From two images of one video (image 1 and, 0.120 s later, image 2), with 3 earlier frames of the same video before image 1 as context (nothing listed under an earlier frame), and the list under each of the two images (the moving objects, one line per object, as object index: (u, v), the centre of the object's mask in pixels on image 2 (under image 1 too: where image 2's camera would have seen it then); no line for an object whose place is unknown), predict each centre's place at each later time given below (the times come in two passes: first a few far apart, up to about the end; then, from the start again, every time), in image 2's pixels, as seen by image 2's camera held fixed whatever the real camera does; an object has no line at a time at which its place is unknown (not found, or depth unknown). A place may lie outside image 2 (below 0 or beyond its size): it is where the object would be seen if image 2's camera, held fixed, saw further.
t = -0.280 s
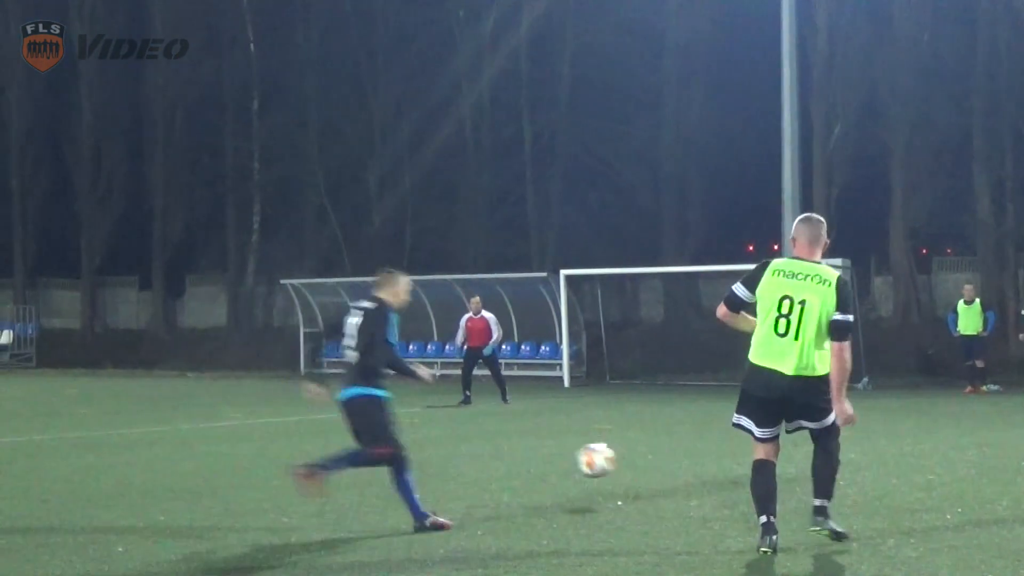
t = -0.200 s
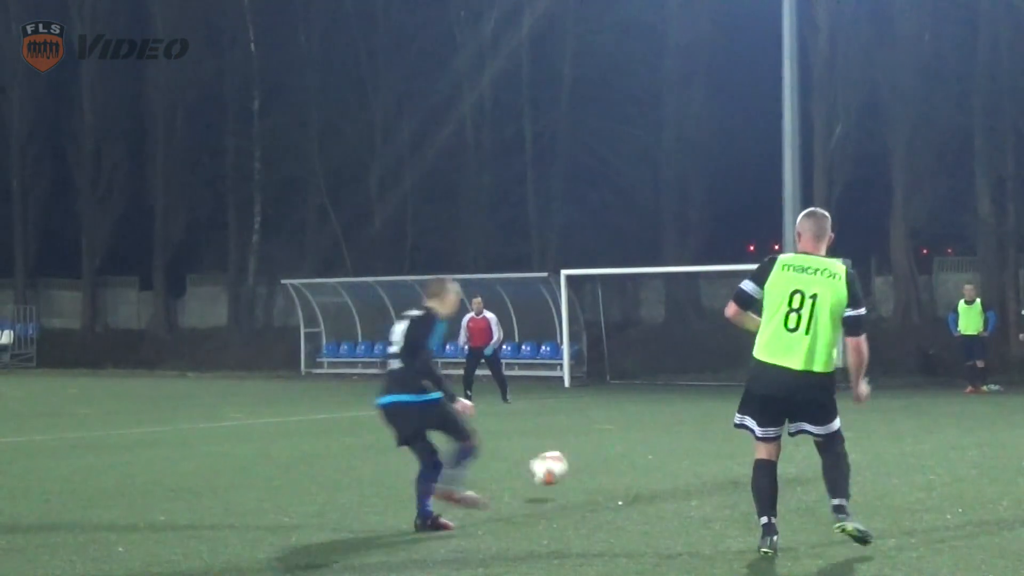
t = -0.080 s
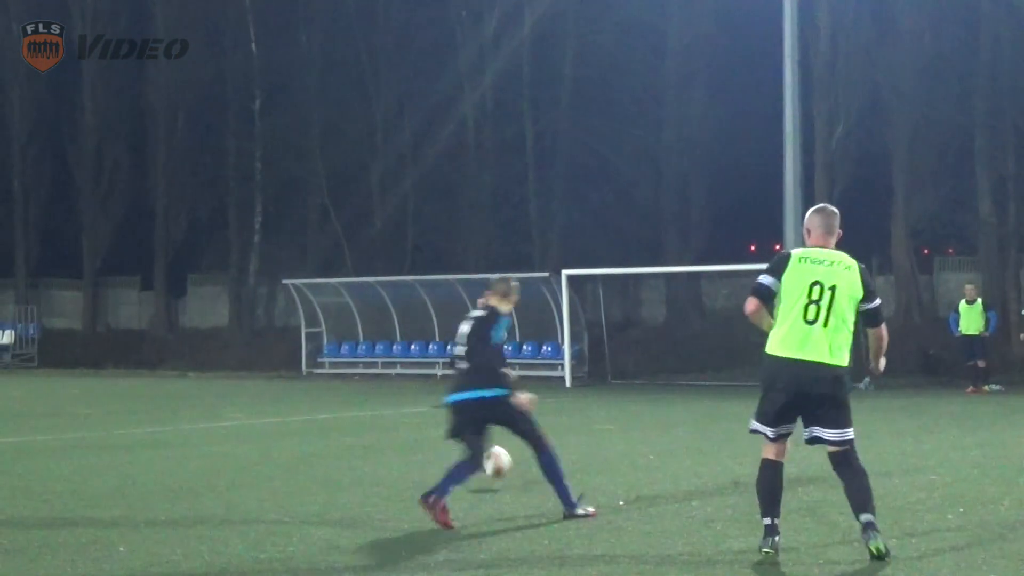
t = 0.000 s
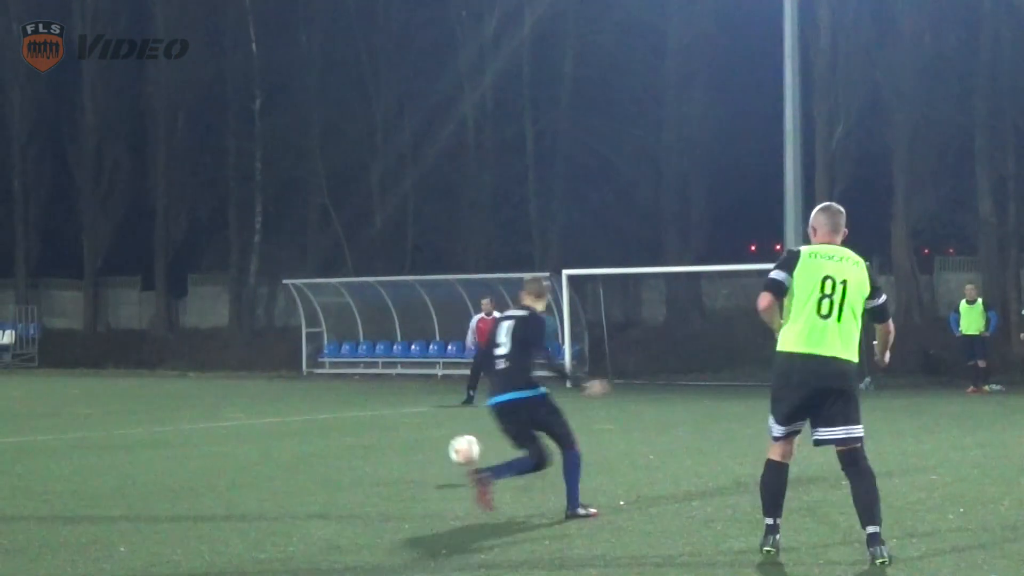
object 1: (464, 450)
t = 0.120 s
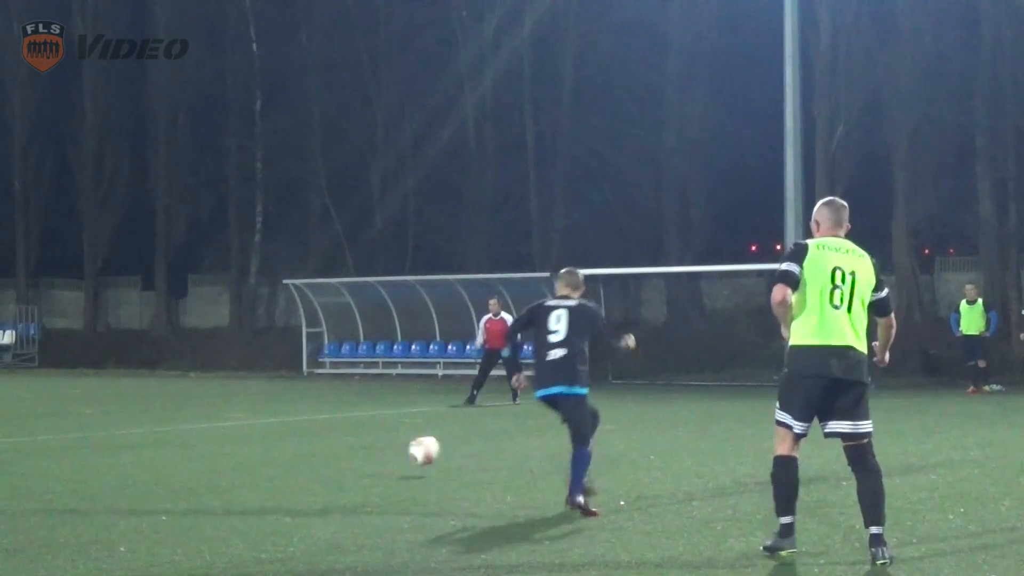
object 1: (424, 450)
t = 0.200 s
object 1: (398, 455)
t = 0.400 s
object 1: (342, 429)
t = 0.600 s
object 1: (292, 437)
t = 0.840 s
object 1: (239, 428)
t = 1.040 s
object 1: (201, 427)
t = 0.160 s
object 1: (412, 455)
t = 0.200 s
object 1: (398, 455)
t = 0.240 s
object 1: (386, 445)
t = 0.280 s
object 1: (375, 438)
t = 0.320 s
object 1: (363, 434)
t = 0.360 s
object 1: (353, 430)
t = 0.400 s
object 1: (342, 429)
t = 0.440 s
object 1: (331, 430)
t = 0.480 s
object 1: (321, 433)
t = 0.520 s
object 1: (311, 437)
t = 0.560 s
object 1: (301, 442)
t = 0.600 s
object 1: (292, 437)
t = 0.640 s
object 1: (282, 434)
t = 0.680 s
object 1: (273, 432)
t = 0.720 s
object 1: (264, 432)
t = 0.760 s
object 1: (256, 434)
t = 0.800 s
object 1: (248, 433)
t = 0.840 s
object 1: (239, 428)
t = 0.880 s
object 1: (232, 425)
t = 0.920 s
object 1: (224, 425)
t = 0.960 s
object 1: (216, 425)
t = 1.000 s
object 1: (209, 427)
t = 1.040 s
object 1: (201, 427)
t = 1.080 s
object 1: (194, 423)
